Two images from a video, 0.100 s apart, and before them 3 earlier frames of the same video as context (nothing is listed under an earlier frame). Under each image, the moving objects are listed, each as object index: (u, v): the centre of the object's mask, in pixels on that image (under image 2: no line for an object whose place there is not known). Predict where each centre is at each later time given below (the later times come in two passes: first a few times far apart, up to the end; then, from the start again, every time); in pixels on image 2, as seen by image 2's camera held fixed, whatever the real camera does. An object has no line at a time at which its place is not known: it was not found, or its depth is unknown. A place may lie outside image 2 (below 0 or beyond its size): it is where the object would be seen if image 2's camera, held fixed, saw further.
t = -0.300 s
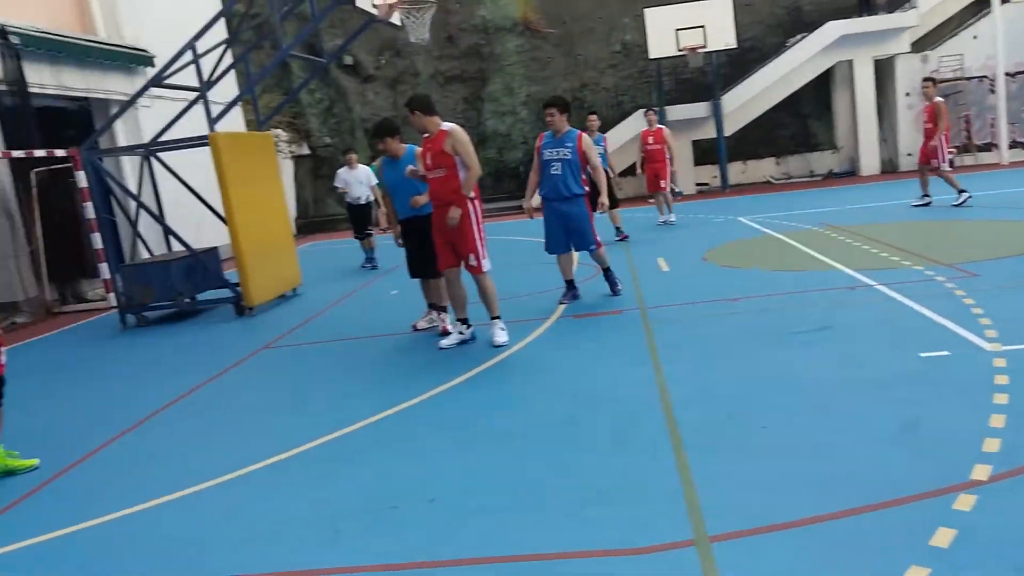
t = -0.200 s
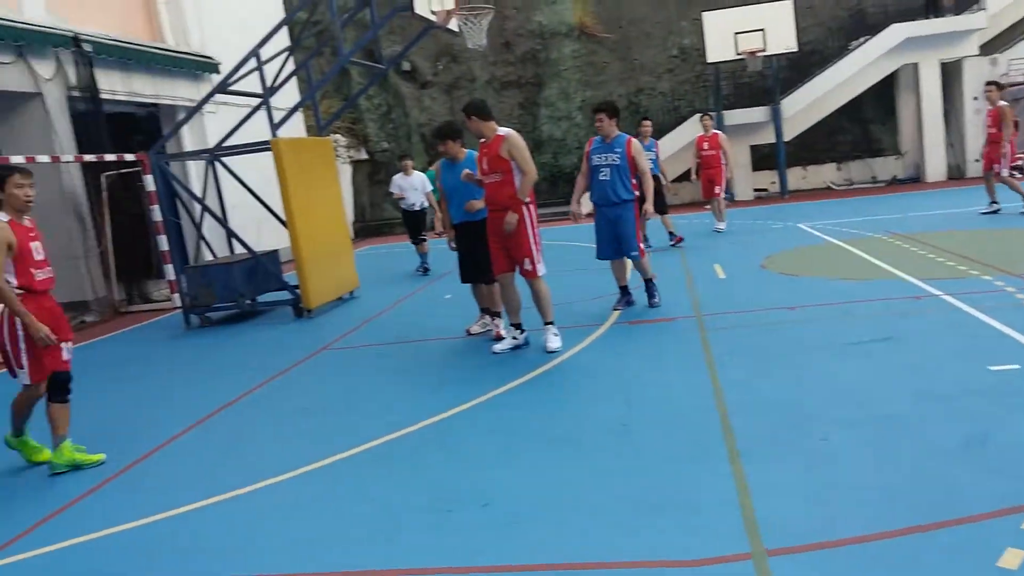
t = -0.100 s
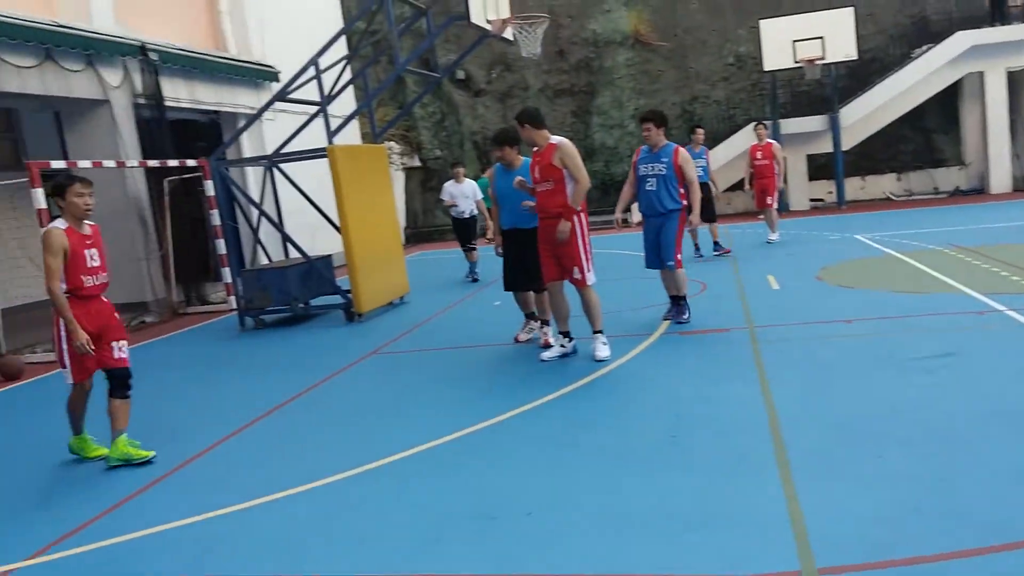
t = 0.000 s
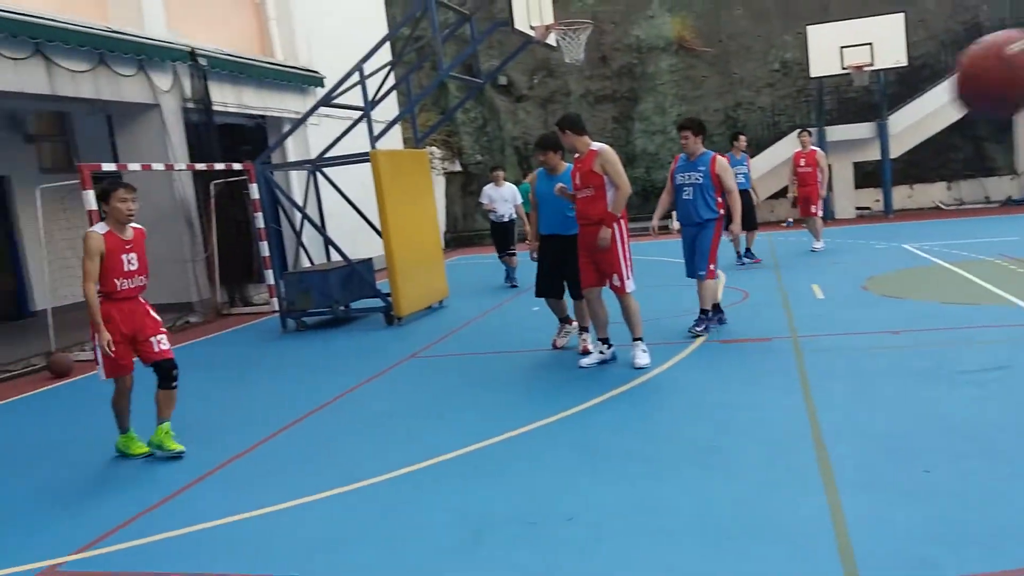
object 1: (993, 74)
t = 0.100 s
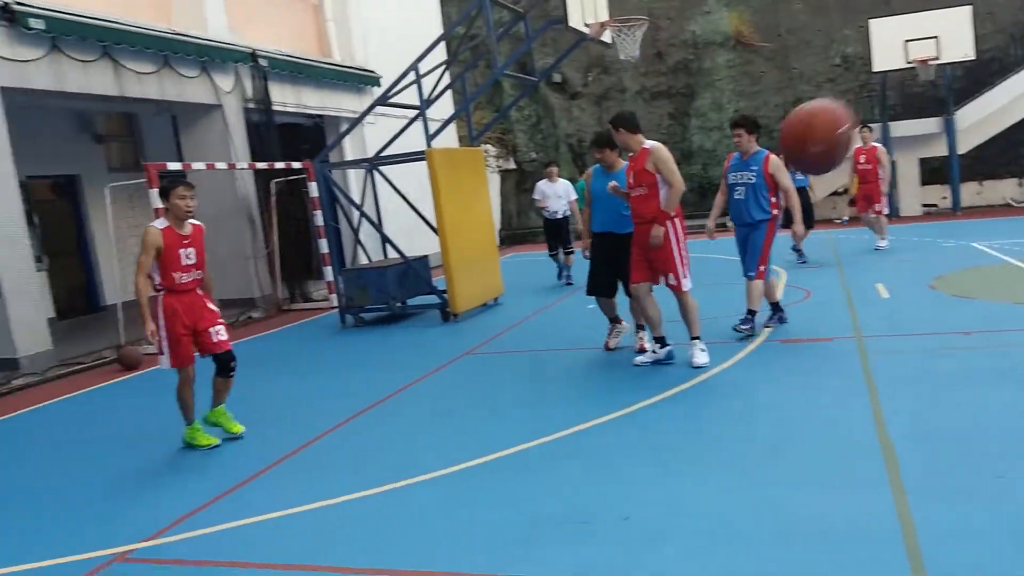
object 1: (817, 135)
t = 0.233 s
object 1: (592, 237)
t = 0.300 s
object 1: (508, 290)
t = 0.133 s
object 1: (750, 160)
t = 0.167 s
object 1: (693, 186)
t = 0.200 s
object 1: (638, 211)
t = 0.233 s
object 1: (592, 237)
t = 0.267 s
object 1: (547, 263)
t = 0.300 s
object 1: (508, 290)
